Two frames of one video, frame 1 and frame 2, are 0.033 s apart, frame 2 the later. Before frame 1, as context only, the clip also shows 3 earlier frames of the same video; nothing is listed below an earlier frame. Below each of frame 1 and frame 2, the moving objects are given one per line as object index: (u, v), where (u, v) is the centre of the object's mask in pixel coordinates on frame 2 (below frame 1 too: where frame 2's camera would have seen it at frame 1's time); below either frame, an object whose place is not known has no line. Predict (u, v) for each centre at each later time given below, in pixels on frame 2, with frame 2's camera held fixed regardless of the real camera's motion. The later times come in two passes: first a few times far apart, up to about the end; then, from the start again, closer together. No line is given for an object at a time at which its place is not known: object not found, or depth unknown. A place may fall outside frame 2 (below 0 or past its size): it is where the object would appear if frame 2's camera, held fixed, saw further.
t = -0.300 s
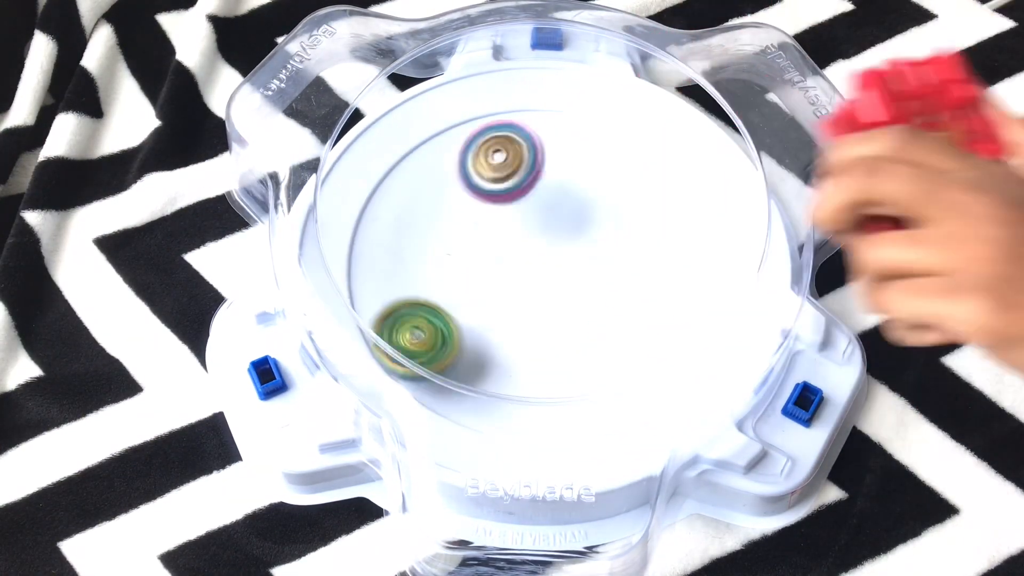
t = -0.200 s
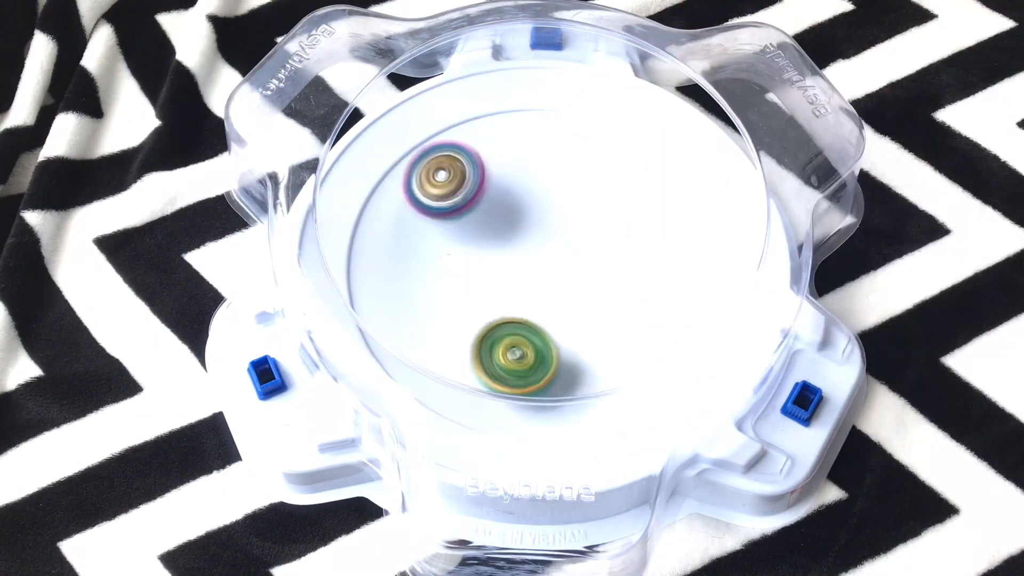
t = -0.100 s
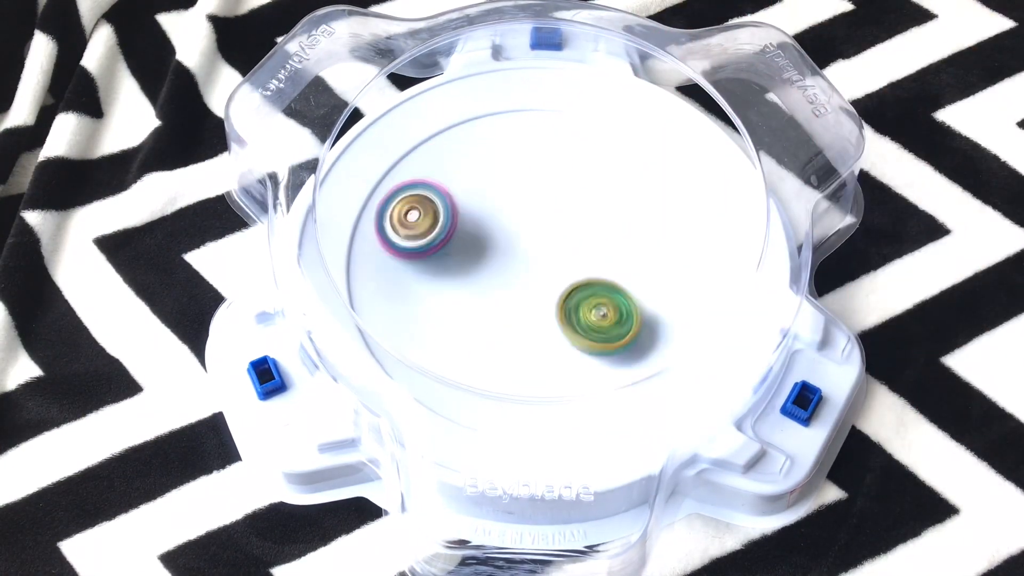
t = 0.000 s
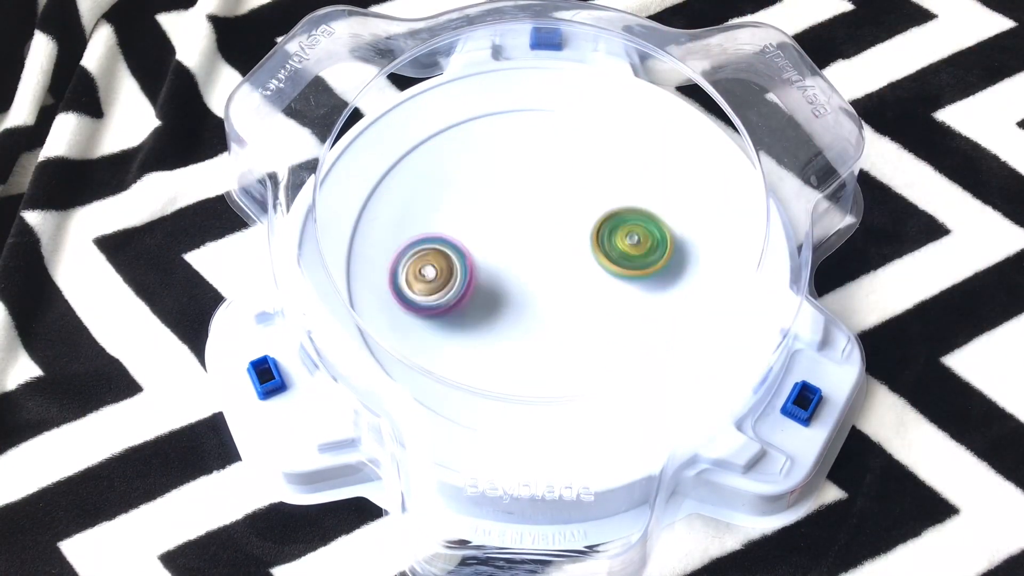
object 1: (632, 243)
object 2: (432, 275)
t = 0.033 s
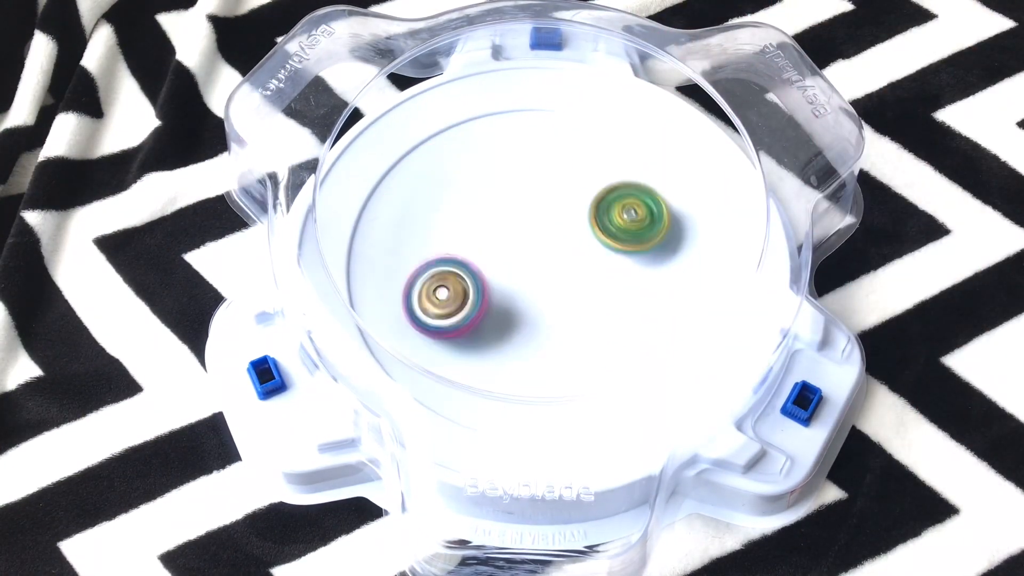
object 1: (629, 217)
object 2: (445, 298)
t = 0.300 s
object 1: (475, 125)
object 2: (694, 384)
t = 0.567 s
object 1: (451, 280)
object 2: (671, 161)
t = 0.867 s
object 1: (653, 245)
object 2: (358, 190)
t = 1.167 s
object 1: (527, 161)
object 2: (594, 455)
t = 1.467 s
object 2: (570, 131)
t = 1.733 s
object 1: (668, 290)
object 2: (362, 168)
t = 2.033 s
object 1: (537, 225)
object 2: (467, 429)
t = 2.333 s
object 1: (521, 344)
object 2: (652, 139)
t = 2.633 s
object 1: (489, 230)
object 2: (456, 378)
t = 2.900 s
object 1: (515, 256)
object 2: (619, 144)
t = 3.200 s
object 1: (551, 240)
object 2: (552, 376)
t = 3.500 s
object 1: (530, 253)
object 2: (500, 157)
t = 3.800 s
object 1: (646, 275)
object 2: (552, 337)
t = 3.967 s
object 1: (645, 188)
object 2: (503, 201)
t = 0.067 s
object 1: (622, 191)
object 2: (466, 319)
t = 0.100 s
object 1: (610, 168)
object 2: (489, 339)
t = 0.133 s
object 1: (591, 148)
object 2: (518, 357)
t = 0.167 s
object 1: (569, 132)
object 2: (549, 372)
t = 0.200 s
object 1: (545, 122)
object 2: (586, 385)
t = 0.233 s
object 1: (520, 117)
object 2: (623, 390)
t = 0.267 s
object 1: (497, 118)
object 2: (660, 388)
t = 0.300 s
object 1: (475, 125)
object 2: (694, 384)
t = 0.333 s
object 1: (457, 134)
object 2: (711, 360)
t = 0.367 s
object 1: (443, 149)
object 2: (720, 330)
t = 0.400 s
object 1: (429, 167)
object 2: (726, 302)
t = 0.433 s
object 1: (421, 187)
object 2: (729, 273)
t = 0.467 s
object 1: (417, 212)
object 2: (725, 243)
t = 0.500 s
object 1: (421, 237)
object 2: (720, 214)
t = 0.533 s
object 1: (433, 260)
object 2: (699, 186)
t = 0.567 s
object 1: (451, 280)
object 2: (671, 161)
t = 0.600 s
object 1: (475, 296)
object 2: (638, 141)
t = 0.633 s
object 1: (502, 308)
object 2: (605, 127)
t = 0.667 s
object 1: (529, 312)
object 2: (567, 117)
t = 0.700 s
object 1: (557, 311)
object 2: (528, 114)
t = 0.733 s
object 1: (584, 306)
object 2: (488, 116)
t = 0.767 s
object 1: (608, 296)
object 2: (450, 125)
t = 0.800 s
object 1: (629, 281)
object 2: (413, 139)
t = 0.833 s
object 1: (644, 265)
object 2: (380, 160)
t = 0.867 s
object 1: (653, 245)
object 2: (358, 190)
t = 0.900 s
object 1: (654, 225)
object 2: (343, 227)
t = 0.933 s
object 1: (653, 205)
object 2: (341, 264)
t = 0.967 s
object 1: (647, 186)
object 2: (348, 299)
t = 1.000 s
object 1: (634, 170)
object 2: (365, 343)
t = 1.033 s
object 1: (616, 158)
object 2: (395, 378)
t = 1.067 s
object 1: (595, 150)
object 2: (446, 416)
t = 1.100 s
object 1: (572, 147)
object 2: (484, 442)
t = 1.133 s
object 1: (548, 151)
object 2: (539, 453)
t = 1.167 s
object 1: (527, 161)
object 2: (594, 455)
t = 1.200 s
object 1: (509, 174)
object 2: (629, 435)
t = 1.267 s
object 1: (484, 212)
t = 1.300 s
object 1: (478, 235)
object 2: (634, 306)
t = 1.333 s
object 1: (478, 255)
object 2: (628, 264)
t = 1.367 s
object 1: (484, 275)
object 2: (622, 227)
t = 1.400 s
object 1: (493, 294)
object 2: (608, 190)
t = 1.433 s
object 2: (592, 158)
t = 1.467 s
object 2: (570, 131)
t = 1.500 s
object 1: (542, 336)
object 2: (543, 107)
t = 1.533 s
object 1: (566, 342)
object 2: (515, 88)
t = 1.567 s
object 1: (589, 345)
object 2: (487, 76)
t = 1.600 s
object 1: (611, 342)
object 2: (459, 81)
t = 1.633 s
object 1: (632, 335)
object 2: (433, 99)
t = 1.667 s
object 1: (650, 323)
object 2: (407, 120)
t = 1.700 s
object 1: (661, 308)
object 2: (383, 143)
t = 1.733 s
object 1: (668, 290)
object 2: (362, 168)
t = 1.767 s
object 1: (668, 271)
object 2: (350, 198)
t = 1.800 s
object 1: (661, 256)
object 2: (333, 227)
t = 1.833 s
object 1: (649, 241)
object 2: (331, 256)
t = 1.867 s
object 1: (632, 230)
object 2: (341, 289)
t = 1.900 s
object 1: (613, 223)
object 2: (356, 318)
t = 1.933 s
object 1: (592, 219)
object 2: (369, 357)
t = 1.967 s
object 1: (572, 218)
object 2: (401, 381)
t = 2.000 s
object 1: (554, 220)
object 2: (429, 409)
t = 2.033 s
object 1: (537, 225)
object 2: (467, 429)
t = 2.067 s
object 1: (521, 233)
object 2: (504, 439)
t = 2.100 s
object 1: (507, 241)
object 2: (546, 443)
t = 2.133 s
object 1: (496, 251)
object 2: (588, 442)
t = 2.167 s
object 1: (485, 263)
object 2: (627, 434)
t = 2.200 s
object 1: (479, 274)
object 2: (657, 408)
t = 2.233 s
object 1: (474, 288)
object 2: (681, 374)
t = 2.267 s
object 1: (473, 301)
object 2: (694, 337)
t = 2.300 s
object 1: (493, 335)
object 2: (687, 211)
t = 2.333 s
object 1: (521, 344)
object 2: (652, 139)
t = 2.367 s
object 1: (546, 340)
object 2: (596, 96)
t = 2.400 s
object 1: (560, 326)
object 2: (529, 75)
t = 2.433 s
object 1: (563, 308)
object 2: (466, 82)
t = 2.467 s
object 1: (560, 285)
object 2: (411, 115)
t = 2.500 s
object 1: (552, 266)
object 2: (370, 158)
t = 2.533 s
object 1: (539, 255)
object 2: (350, 212)
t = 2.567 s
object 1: (526, 242)
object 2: (356, 273)
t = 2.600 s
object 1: (508, 235)
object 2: (398, 333)
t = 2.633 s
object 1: (489, 230)
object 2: (456, 378)
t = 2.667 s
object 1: (477, 236)
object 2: (530, 398)
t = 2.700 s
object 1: (466, 243)
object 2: (601, 390)
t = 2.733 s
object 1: (467, 251)
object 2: (659, 360)
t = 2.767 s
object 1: (474, 256)
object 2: (691, 313)
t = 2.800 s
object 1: (484, 259)
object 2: (710, 266)
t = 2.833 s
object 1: (495, 259)
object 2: (700, 216)
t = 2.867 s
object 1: (505, 258)
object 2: (666, 173)
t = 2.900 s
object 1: (515, 256)
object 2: (619, 144)
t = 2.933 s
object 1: (520, 255)
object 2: (566, 133)
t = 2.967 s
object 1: (527, 248)
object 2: (508, 139)
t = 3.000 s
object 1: (536, 239)
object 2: (458, 163)
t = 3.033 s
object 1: (539, 235)
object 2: (421, 201)
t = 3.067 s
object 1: (542, 234)
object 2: (403, 250)
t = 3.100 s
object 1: (543, 236)
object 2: (411, 301)
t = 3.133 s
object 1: (545, 240)
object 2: (444, 344)
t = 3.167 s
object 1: (544, 240)
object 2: (494, 371)
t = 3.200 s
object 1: (551, 240)
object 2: (552, 376)
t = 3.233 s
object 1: (561, 241)
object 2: (608, 358)
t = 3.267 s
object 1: (567, 242)
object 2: (647, 325)
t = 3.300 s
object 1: (570, 244)
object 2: (666, 280)
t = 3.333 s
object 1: (565, 244)
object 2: (668, 235)
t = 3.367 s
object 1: (550, 242)
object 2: (664, 193)
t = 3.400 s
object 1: (541, 242)
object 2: (641, 162)
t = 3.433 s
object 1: (535, 246)
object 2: (599, 140)
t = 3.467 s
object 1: (533, 249)
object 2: (548, 139)
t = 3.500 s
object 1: (530, 253)
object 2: (500, 157)
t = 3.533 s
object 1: (527, 255)
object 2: (464, 194)
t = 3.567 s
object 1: (544, 282)
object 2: (421, 212)
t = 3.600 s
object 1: (559, 298)
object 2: (394, 239)
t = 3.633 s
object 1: (573, 306)
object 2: (389, 276)
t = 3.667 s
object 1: (584, 311)
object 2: (408, 314)
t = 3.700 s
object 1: (592, 312)
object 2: (447, 343)
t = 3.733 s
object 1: (599, 311)
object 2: (501, 355)
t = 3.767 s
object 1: (625, 296)
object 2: (531, 352)
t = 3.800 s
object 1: (646, 275)
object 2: (552, 337)
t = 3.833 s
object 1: (650, 256)
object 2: (571, 312)
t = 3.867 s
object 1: (657, 238)
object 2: (568, 278)
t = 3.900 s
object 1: (660, 218)
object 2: (552, 248)
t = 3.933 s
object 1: (656, 201)
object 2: (529, 221)
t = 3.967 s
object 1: (645, 188)
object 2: (503, 201)
